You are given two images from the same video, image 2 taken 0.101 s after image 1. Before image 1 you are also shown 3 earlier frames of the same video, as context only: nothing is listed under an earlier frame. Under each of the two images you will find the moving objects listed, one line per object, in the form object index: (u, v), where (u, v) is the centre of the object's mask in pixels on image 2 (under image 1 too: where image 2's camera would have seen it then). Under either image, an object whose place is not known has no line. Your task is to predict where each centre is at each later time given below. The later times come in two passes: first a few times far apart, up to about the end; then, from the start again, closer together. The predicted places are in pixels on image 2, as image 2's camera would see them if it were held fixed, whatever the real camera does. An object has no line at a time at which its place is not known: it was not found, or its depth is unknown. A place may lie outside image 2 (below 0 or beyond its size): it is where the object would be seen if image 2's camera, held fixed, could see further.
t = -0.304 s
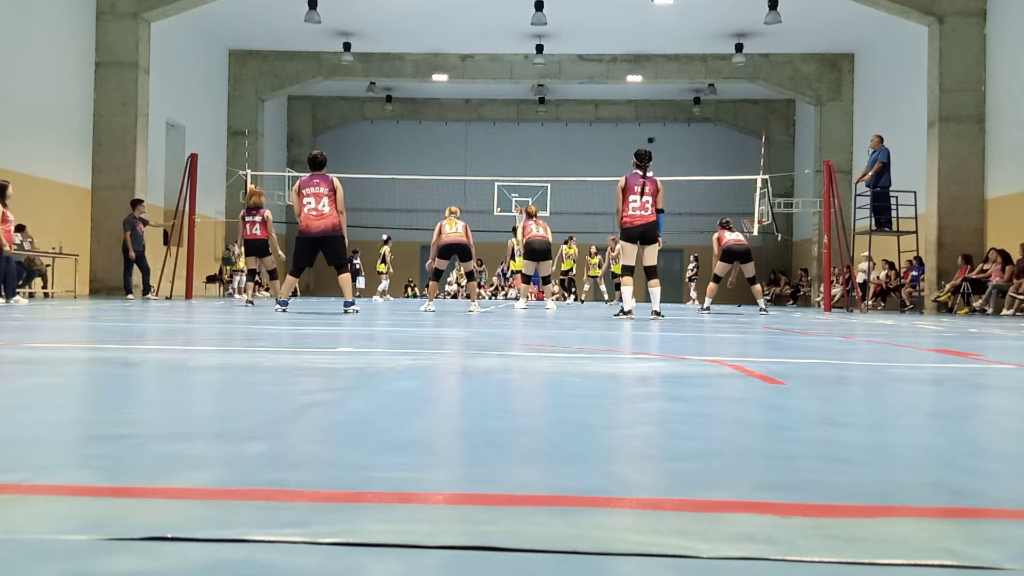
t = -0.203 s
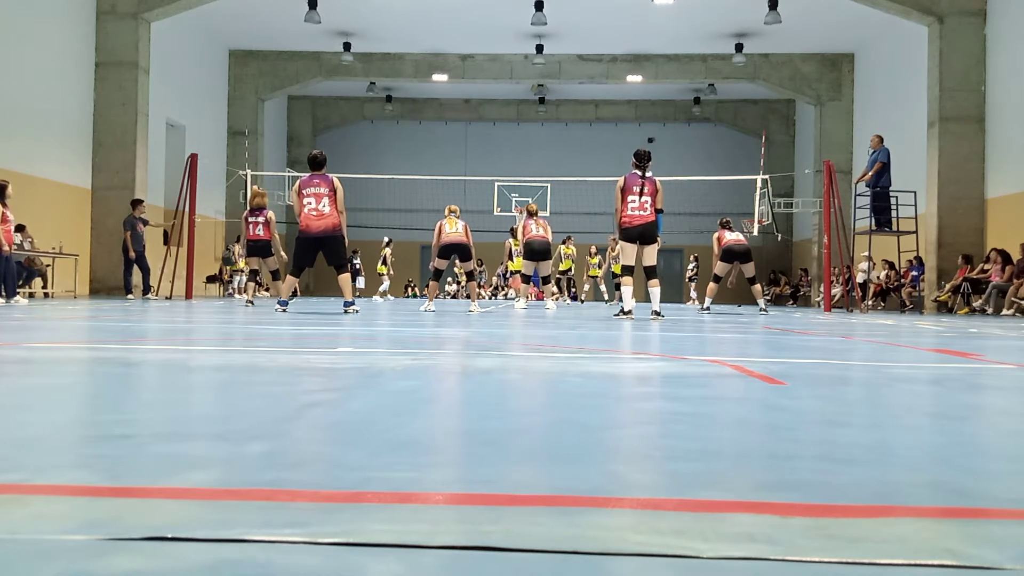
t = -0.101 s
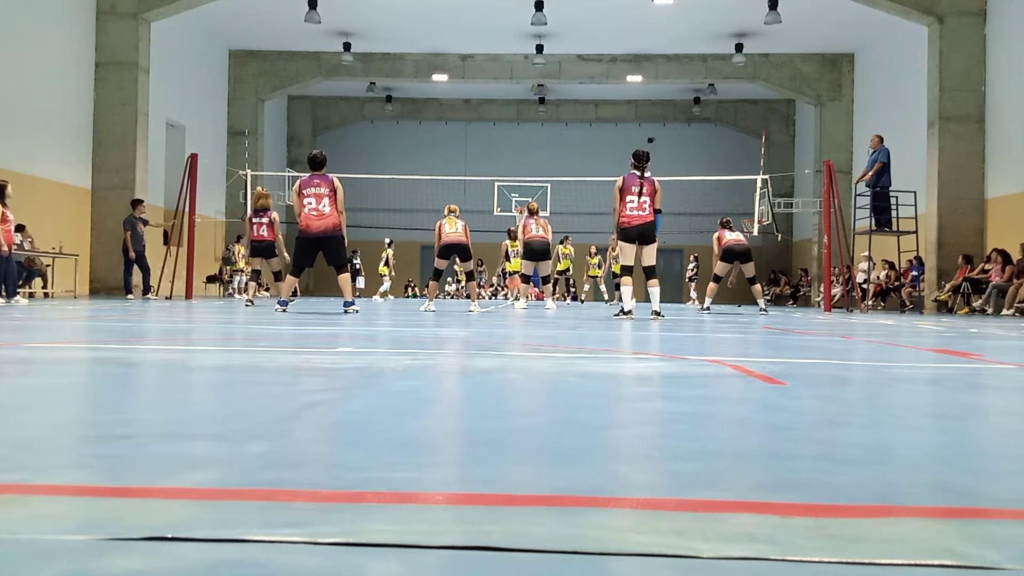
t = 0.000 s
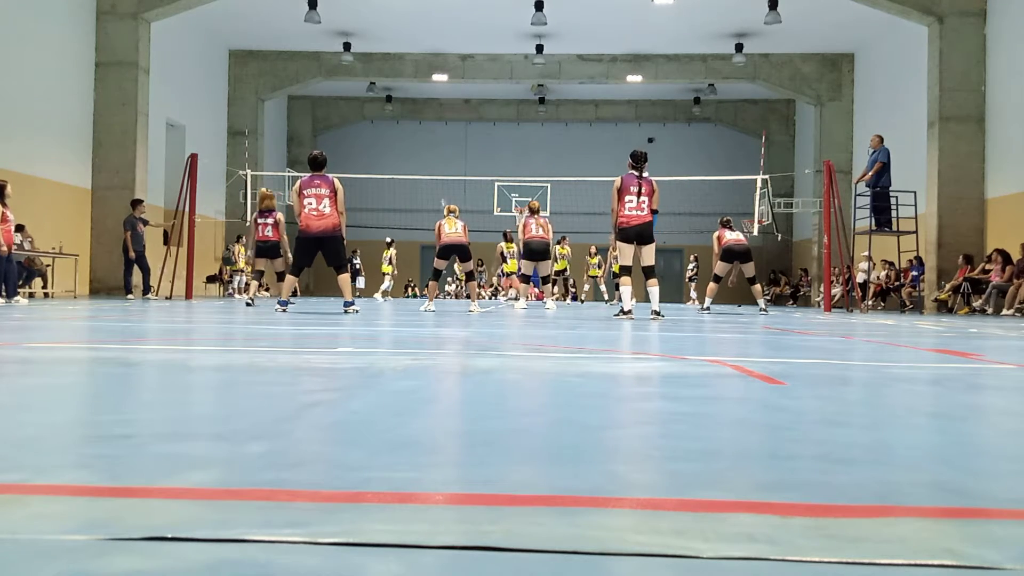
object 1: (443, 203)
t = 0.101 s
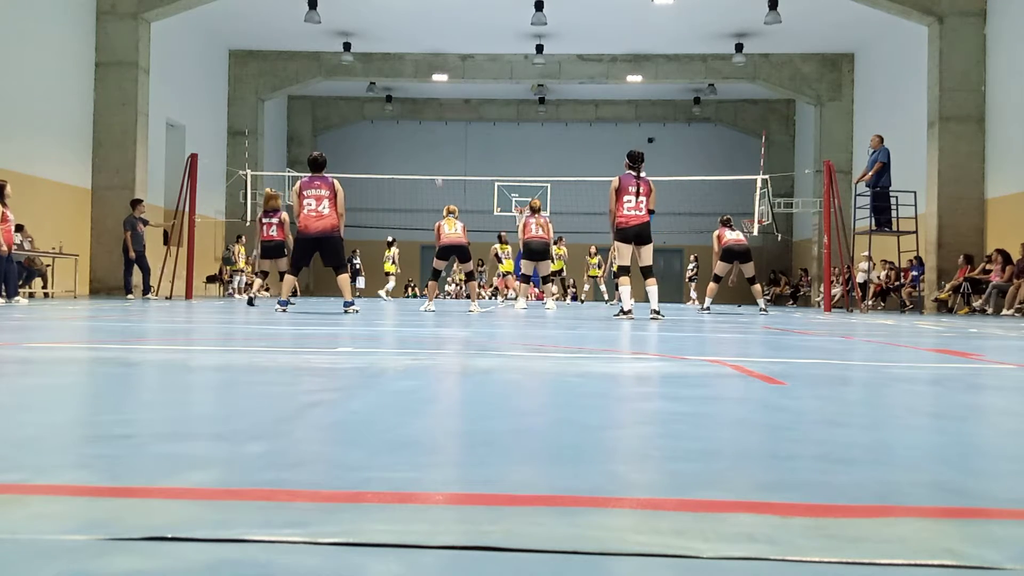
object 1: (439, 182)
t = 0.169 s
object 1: (436, 166)
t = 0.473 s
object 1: (424, 112)
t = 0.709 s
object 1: (414, 87)
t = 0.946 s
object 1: (401, 88)
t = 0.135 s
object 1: (438, 173)
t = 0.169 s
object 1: (436, 166)
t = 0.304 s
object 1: (430, 139)
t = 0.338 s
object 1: (429, 133)
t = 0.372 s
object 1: (428, 126)
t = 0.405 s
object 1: (427, 122)
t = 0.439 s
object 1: (425, 115)
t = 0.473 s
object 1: (424, 112)
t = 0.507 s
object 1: (423, 107)
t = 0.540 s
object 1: (422, 104)
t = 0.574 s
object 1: (420, 100)
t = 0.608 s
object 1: (419, 96)
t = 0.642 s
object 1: (417, 93)
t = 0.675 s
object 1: (415, 90)
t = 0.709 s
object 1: (414, 87)
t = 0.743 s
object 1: (412, 85)
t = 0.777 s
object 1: (411, 84)
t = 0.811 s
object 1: (408, 84)
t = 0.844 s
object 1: (407, 83)
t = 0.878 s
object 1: (405, 84)
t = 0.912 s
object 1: (403, 86)
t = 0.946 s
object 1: (401, 88)
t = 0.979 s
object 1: (399, 92)
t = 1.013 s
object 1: (397, 96)
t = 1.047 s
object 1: (394, 102)
